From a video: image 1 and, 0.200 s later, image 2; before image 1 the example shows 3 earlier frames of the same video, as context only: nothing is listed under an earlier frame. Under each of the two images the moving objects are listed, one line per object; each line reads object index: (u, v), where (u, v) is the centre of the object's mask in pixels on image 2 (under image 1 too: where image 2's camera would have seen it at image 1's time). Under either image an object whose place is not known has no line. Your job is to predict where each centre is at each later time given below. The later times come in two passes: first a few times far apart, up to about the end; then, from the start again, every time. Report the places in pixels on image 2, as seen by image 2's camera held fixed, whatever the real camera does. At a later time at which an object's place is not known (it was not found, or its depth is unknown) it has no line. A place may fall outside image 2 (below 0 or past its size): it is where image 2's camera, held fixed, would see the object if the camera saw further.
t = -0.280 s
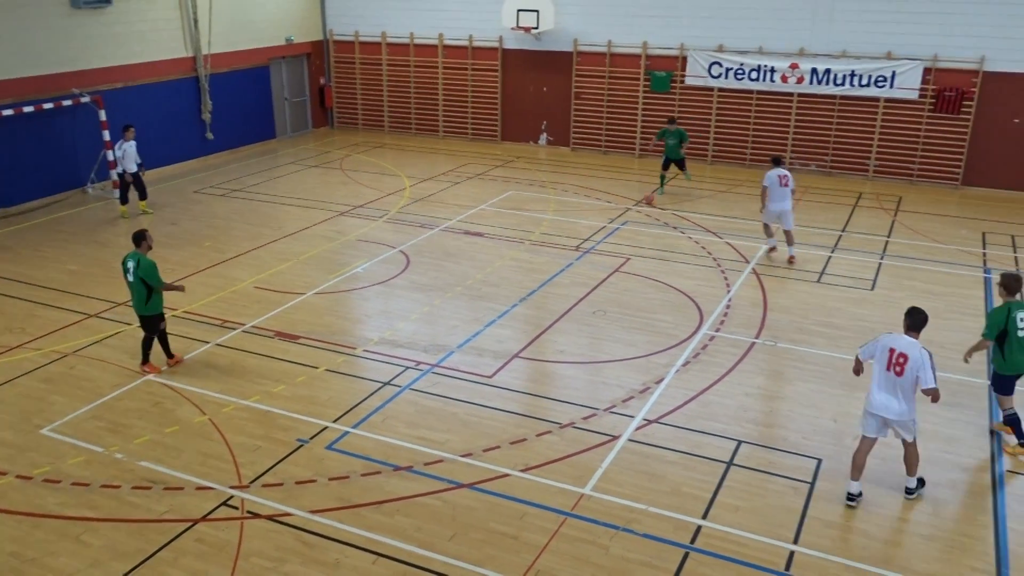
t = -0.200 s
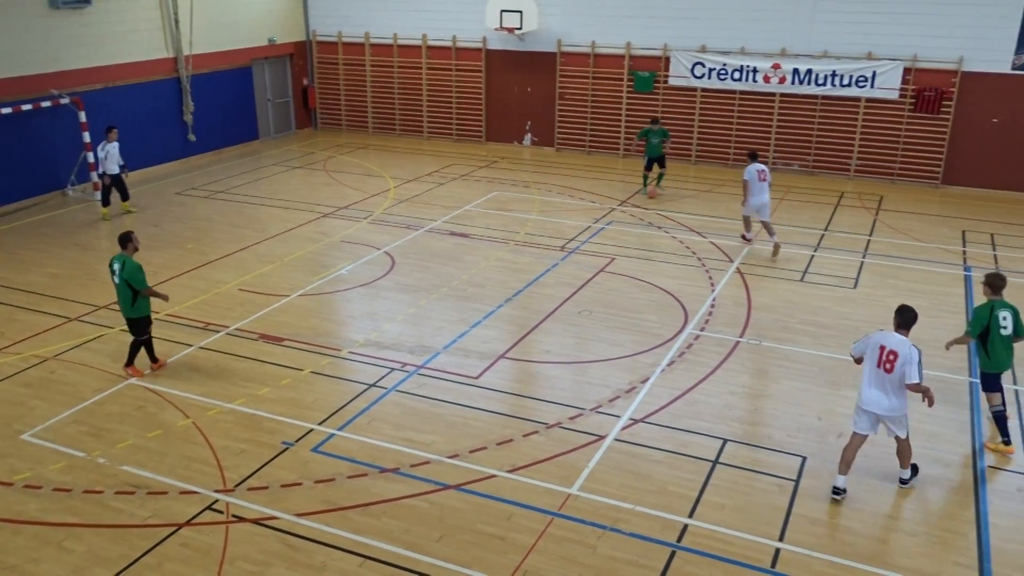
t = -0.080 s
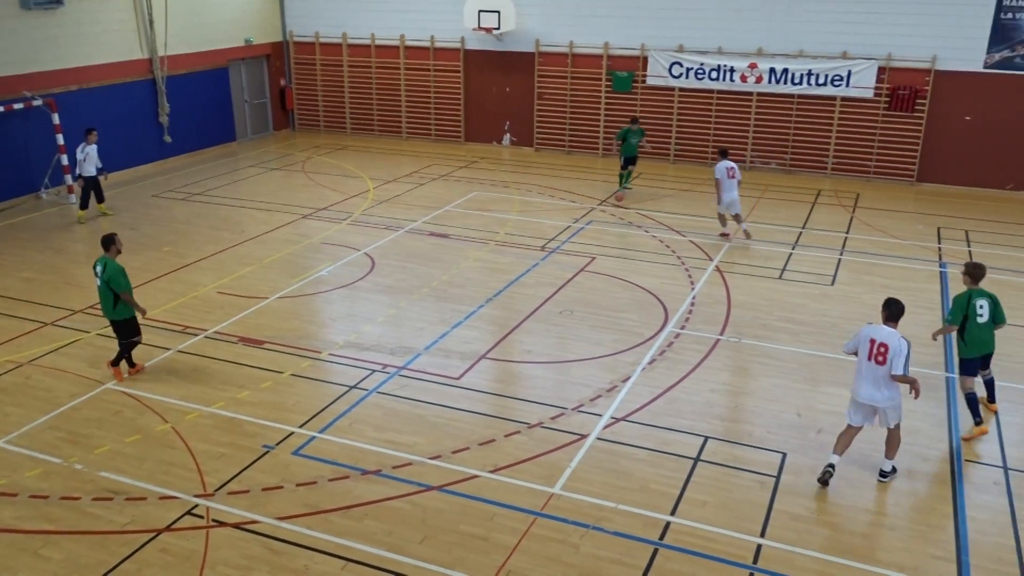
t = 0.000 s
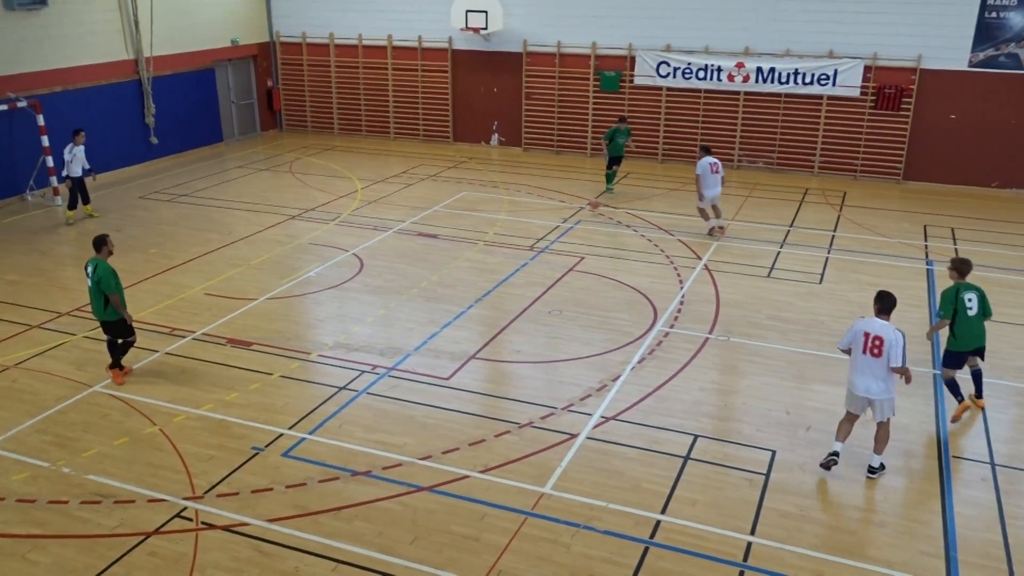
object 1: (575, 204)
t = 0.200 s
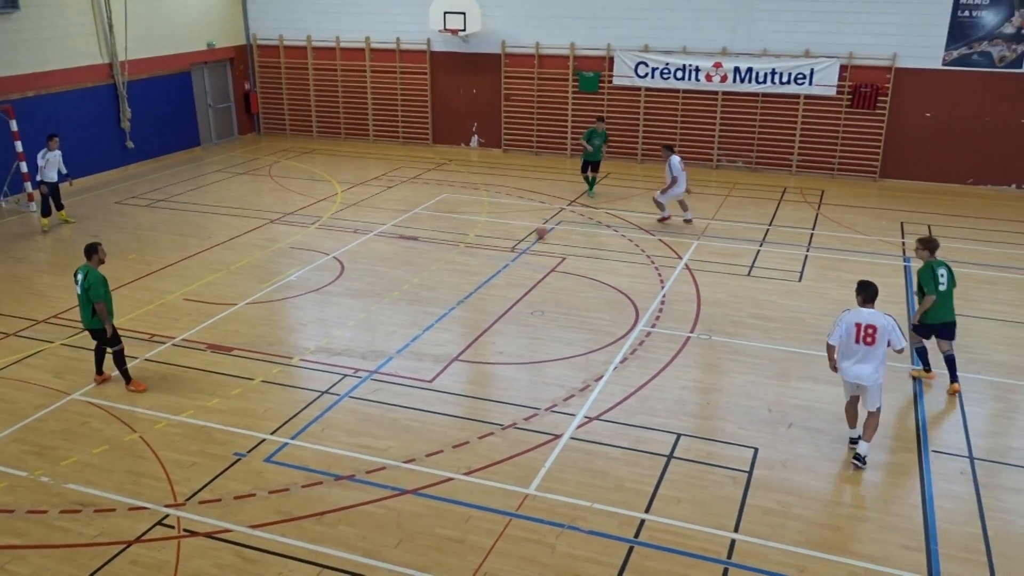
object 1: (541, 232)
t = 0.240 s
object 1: (534, 238)
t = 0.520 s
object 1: (483, 272)
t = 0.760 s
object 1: (432, 305)
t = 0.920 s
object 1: (391, 333)
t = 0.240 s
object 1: (534, 238)
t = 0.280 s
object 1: (526, 243)
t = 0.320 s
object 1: (519, 247)
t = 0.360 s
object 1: (513, 253)
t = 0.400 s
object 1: (506, 256)
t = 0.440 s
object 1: (498, 262)
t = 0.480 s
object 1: (490, 267)
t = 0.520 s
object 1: (483, 272)
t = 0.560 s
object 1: (475, 278)
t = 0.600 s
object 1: (466, 283)
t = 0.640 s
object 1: (458, 288)
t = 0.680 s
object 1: (450, 294)
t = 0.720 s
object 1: (441, 301)
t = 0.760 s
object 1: (432, 305)
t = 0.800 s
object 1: (422, 313)
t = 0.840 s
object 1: (412, 319)
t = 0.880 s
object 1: (402, 326)
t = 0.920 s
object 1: (391, 333)
